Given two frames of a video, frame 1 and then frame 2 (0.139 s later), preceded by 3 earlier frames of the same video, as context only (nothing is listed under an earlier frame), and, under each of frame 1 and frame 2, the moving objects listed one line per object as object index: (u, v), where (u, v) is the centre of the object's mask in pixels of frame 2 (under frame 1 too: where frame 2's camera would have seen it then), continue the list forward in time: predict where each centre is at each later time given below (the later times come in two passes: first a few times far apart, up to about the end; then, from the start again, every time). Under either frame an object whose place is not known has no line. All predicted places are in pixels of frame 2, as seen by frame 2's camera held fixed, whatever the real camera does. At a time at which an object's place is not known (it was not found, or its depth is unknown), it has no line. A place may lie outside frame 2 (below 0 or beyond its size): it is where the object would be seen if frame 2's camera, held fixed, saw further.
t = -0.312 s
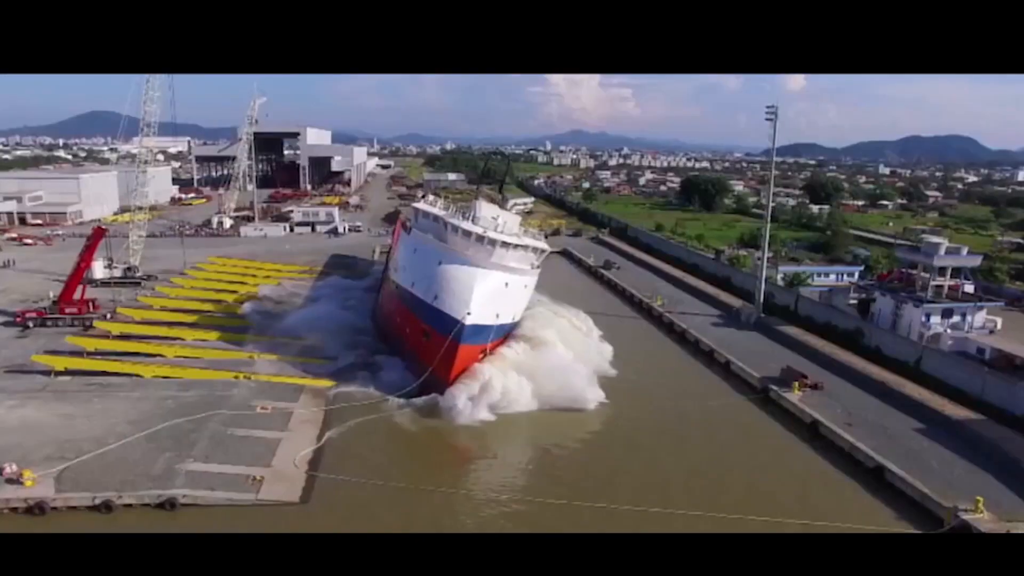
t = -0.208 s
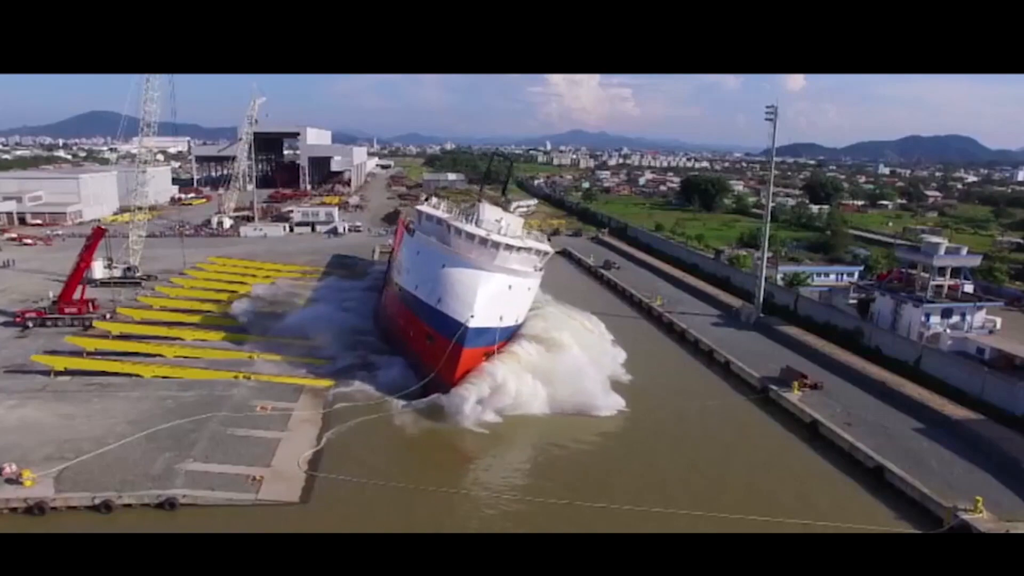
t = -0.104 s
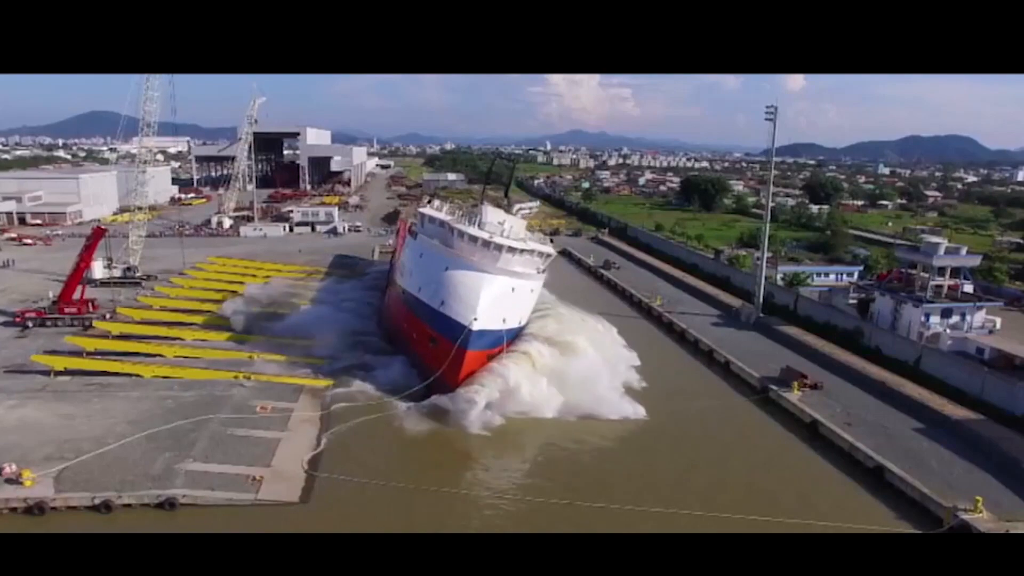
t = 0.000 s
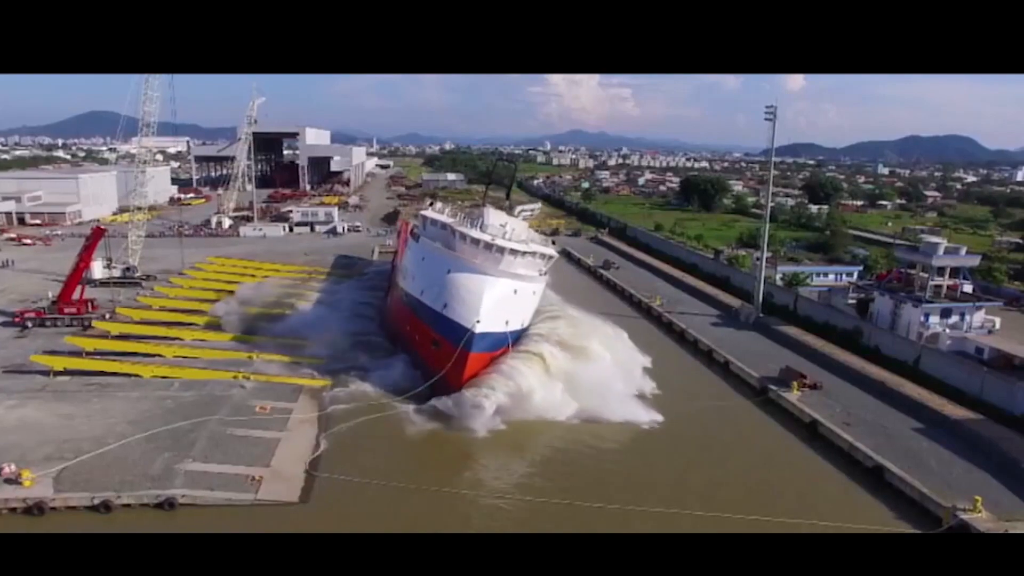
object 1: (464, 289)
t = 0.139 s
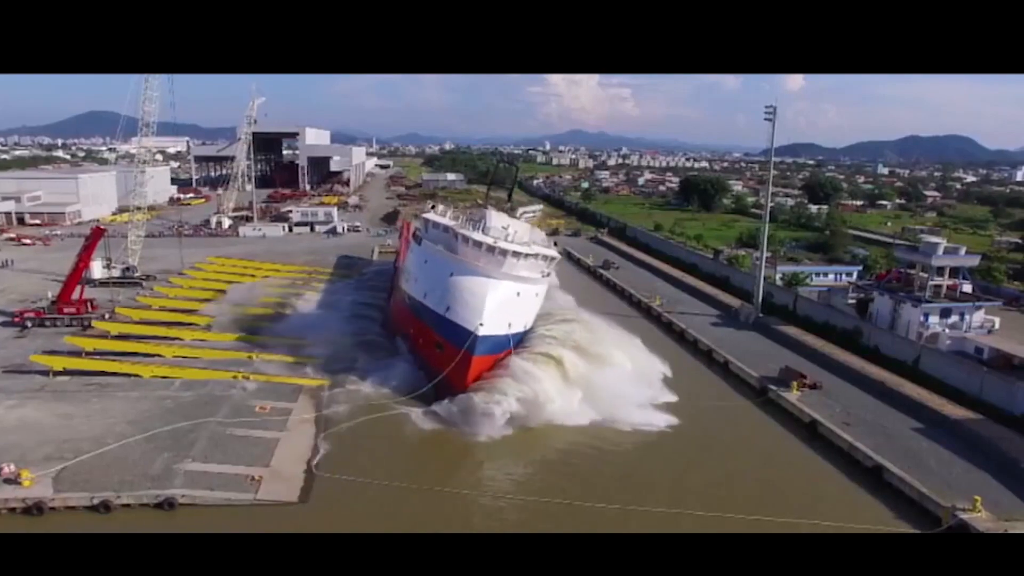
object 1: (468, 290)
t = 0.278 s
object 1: (471, 290)
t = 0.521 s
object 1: (477, 290)
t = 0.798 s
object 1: (481, 289)
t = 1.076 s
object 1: (480, 288)
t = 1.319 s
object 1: (480, 288)
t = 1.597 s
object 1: (481, 288)
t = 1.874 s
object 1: (481, 287)
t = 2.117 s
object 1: (482, 285)
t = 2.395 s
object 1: (484, 284)
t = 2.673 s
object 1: (486, 284)
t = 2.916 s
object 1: (488, 281)
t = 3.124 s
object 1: (489, 281)
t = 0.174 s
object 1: (469, 290)
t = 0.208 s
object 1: (470, 290)
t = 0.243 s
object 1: (471, 290)
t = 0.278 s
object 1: (471, 290)
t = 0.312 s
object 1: (472, 291)
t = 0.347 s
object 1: (473, 291)
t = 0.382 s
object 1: (474, 290)
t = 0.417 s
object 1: (475, 290)
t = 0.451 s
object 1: (476, 290)
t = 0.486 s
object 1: (476, 291)
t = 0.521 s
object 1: (477, 290)
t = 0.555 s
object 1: (478, 290)
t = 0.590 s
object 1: (478, 290)
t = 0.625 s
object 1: (479, 290)
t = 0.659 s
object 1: (479, 290)
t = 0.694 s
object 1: (479, 290)
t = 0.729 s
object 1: (480, 290)
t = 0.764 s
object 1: (480, 289)
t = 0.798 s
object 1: (481, 289)
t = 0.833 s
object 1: (481, 289)
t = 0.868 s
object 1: (482, 288)
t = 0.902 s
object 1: (479, 291)
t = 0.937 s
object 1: (479, 290)
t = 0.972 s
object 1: (479, 290)
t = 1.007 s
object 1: (480, 289)
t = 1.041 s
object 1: (479, 290)
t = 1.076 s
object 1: (480, 288)
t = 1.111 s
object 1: (480, 289)
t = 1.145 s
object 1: (480, 288)
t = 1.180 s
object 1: (480, 288)
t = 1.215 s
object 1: (480, 288)
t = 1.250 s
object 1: (480, 288)
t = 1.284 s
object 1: (480, 288)
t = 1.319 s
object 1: (480, 288)
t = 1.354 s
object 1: (480, 288)
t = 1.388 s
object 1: (480, 289)
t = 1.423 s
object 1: (480, 289)
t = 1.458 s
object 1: (480, 289)
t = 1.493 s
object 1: (480, 289)
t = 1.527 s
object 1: (480, 288)
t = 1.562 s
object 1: (480, 288)
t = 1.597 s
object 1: (481, 288)
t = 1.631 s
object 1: (481, 288)
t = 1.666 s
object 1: (481, 288)
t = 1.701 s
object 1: (481, 288)
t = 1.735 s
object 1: (481, 287)
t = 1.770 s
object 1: (481, 287)
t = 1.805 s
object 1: (481, 287)
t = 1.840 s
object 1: (481, 287)
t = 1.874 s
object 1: (481, 287)
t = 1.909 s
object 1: (481, 287)
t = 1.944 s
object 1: (481, 287)
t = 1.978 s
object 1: (482, 287)
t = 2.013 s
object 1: (482, 287)
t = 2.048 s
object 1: (482, 286)
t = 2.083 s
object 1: (482, 286)
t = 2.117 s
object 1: (482, 285)
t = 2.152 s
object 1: (482, 286)
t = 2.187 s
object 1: (483, 285)
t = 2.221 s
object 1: (483, 285)
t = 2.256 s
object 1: (483, 285)
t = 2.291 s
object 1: (483, 284)
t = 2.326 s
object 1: (484, 284)
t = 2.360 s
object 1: (484, 284)
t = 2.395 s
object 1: (484, 284)
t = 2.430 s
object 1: (485, 284)
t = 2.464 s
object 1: (485, 283)
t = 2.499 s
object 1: (485, 283)
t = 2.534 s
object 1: (485, 283)
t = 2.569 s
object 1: (486, 284)
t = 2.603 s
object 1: (486, 283)
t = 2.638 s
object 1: (486, 283)
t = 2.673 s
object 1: (486, 284)
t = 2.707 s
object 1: (486, 283)
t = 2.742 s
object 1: (487, 284)
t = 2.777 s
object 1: (487, 283)
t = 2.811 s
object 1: (487, 283)
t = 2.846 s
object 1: (487, 283)
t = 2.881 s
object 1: (487, 283)
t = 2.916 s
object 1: (488, 281)
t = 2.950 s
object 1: (488, 281)
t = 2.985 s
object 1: (488, 281)
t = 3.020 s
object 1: (488, 281)
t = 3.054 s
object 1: (489, 281)
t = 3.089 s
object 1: (489, 281)
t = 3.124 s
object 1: (489, 281)
